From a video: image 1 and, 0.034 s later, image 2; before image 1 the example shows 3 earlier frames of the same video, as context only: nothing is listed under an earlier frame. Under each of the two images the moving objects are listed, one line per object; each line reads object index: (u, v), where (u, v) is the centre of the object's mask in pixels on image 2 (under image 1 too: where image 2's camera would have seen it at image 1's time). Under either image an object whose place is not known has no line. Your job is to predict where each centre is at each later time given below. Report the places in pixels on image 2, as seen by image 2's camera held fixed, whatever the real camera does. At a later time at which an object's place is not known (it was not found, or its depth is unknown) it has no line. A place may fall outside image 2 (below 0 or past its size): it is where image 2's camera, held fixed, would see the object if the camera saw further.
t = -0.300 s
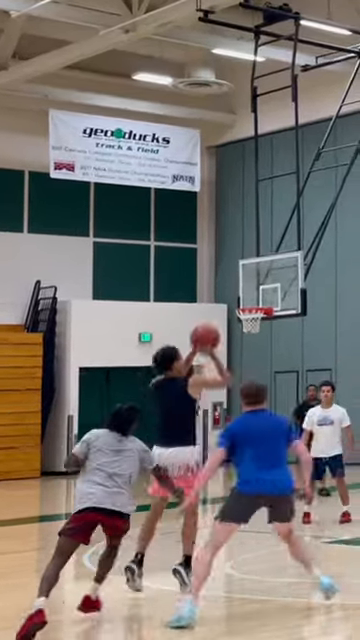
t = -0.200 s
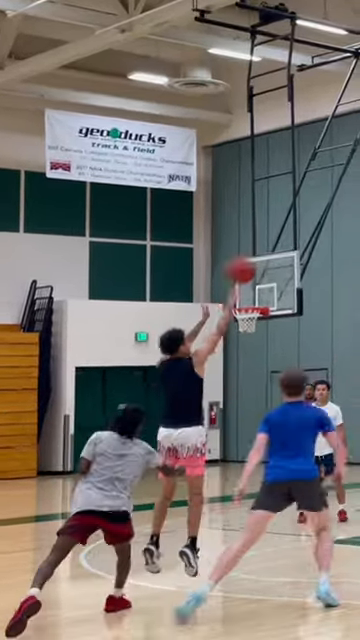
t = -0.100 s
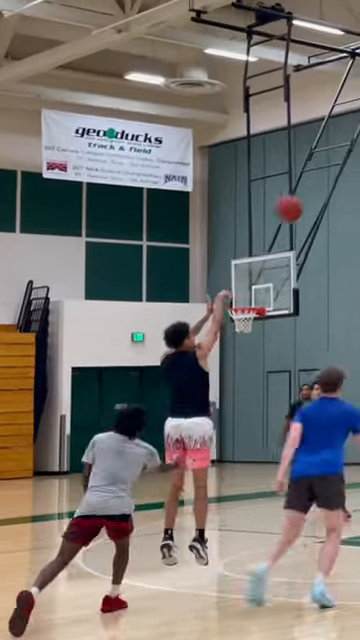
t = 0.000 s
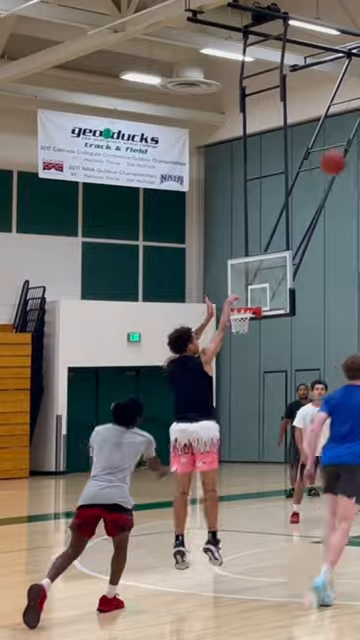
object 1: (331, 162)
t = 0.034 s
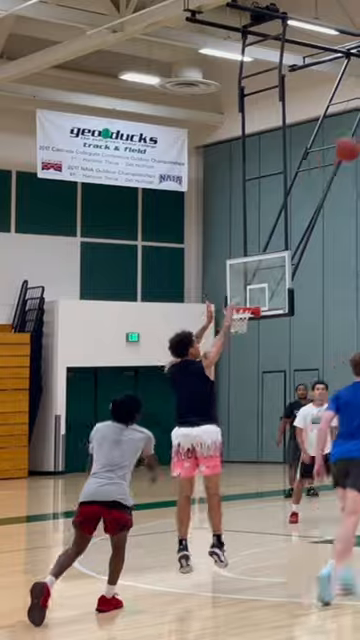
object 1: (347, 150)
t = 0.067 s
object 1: (355, 139)
